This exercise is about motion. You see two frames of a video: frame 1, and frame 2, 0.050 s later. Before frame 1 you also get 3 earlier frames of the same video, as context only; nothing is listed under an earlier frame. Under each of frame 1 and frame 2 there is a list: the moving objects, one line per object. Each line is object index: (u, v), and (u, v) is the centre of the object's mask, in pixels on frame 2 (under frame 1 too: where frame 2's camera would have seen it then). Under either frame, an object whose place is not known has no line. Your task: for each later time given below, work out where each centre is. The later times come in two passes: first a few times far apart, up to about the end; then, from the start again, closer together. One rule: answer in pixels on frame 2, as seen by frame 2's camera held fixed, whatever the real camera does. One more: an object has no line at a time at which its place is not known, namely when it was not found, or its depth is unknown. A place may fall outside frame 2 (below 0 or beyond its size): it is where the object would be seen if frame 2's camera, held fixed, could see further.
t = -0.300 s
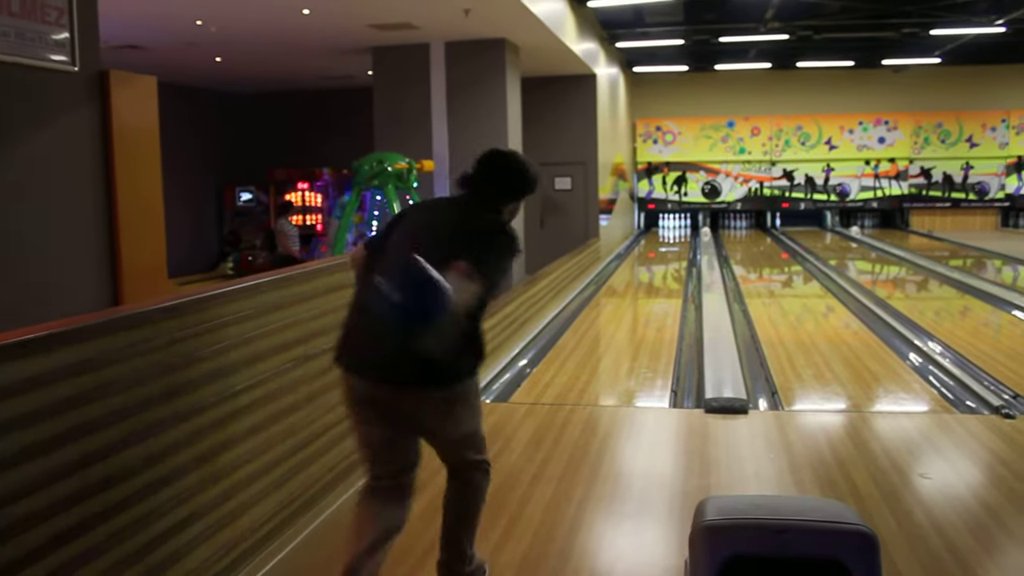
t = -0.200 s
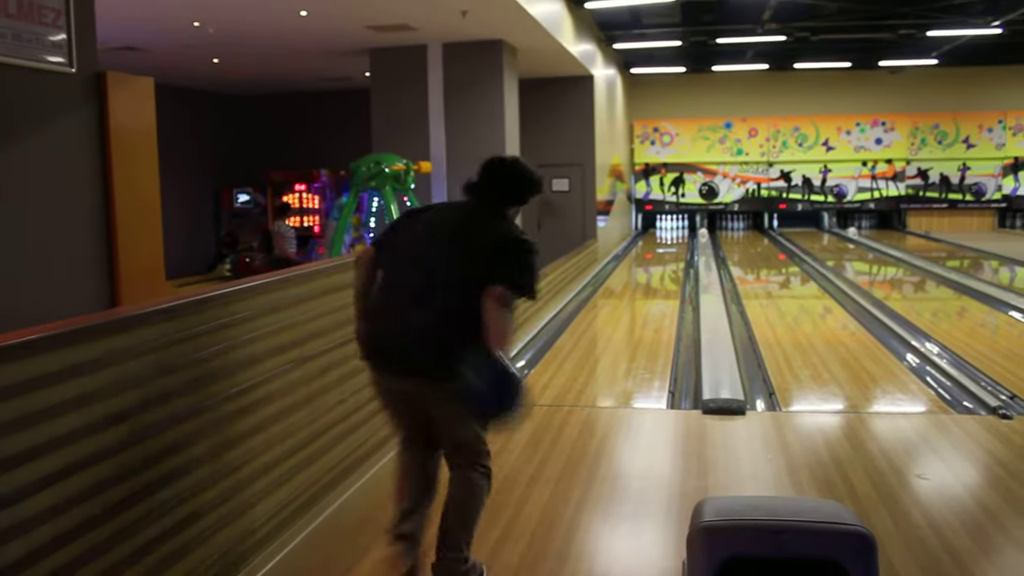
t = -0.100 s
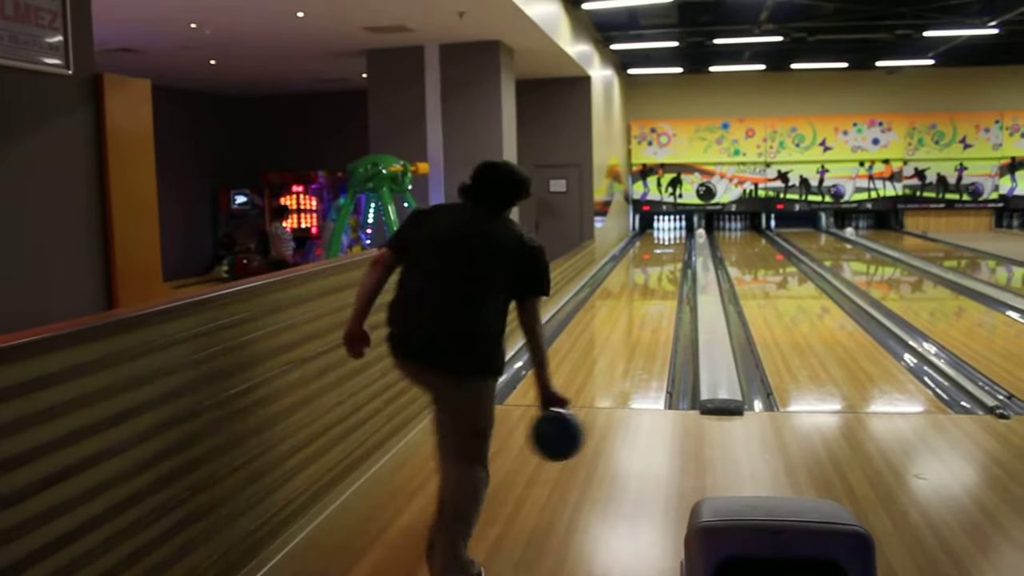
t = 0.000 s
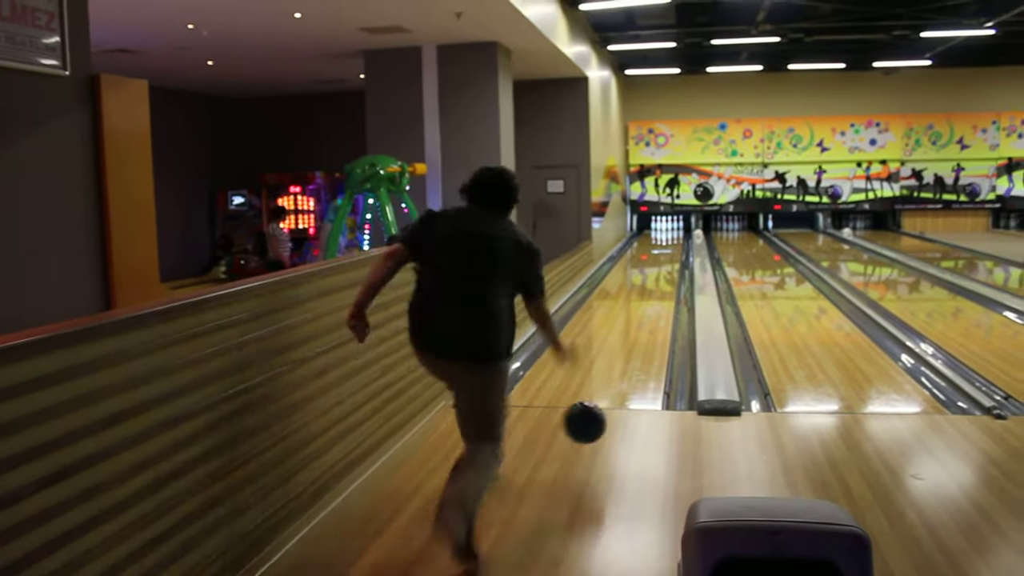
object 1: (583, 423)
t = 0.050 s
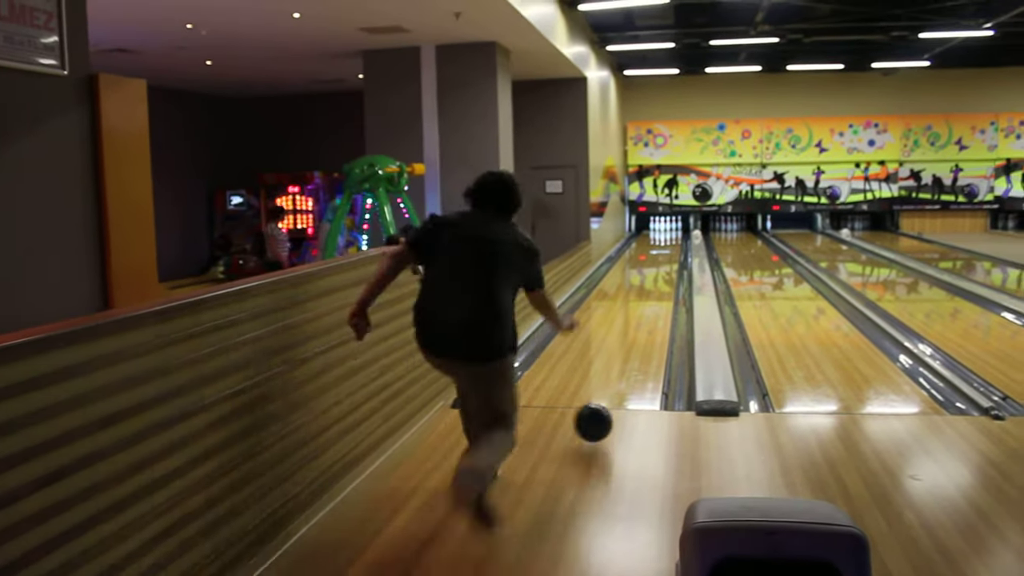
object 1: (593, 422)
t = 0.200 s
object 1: (614, 377)
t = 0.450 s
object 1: (634, 324)
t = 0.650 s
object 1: (642, 301)
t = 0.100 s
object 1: (601, 406)
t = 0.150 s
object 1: (608, 388)
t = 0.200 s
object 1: (614, 377)
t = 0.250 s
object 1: (618, 365)
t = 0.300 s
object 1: (622, 353)
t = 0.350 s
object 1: (626, 342)
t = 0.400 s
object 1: (630, 333)
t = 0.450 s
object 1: (634, 324)
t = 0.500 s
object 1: (636, 318)
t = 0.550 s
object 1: (639, 312)
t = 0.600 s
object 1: (641, 305)
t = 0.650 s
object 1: (642, 301)
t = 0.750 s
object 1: (646, 289)
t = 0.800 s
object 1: (647, 287)
